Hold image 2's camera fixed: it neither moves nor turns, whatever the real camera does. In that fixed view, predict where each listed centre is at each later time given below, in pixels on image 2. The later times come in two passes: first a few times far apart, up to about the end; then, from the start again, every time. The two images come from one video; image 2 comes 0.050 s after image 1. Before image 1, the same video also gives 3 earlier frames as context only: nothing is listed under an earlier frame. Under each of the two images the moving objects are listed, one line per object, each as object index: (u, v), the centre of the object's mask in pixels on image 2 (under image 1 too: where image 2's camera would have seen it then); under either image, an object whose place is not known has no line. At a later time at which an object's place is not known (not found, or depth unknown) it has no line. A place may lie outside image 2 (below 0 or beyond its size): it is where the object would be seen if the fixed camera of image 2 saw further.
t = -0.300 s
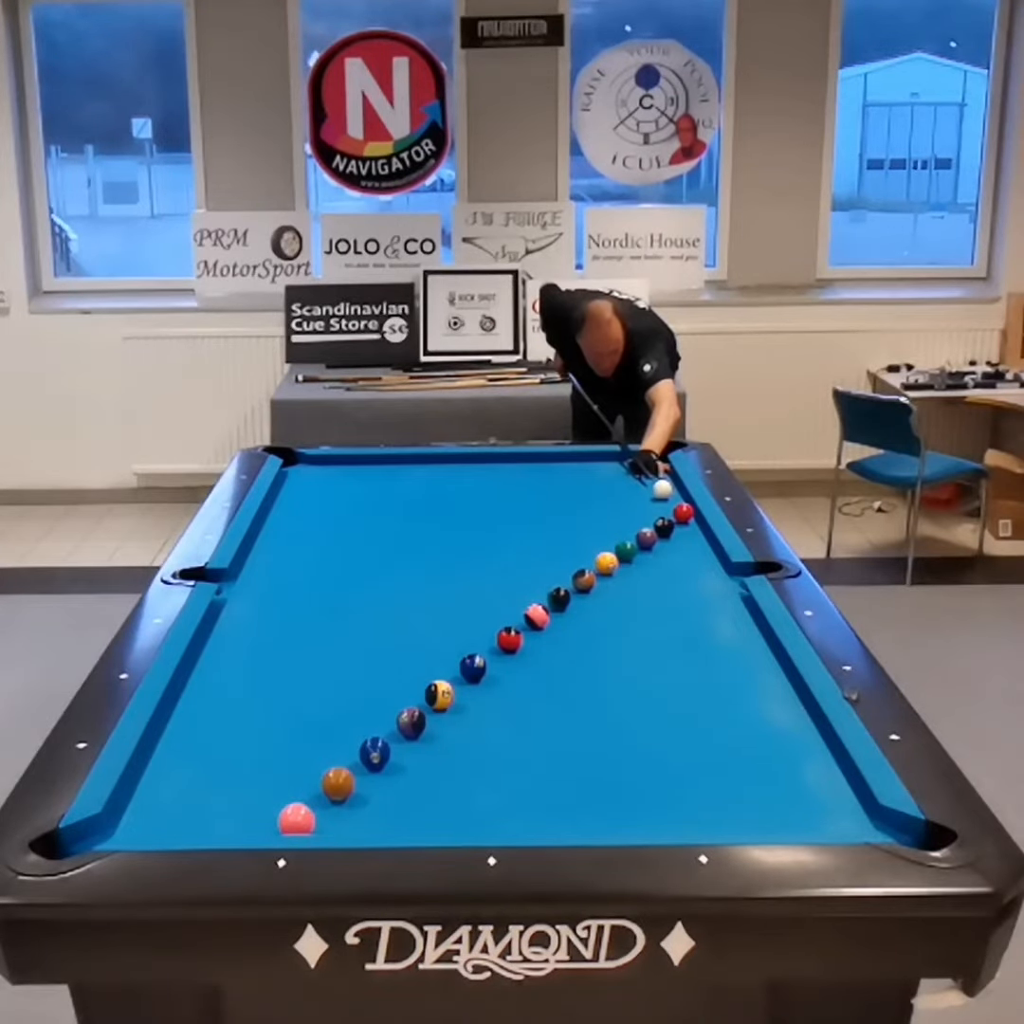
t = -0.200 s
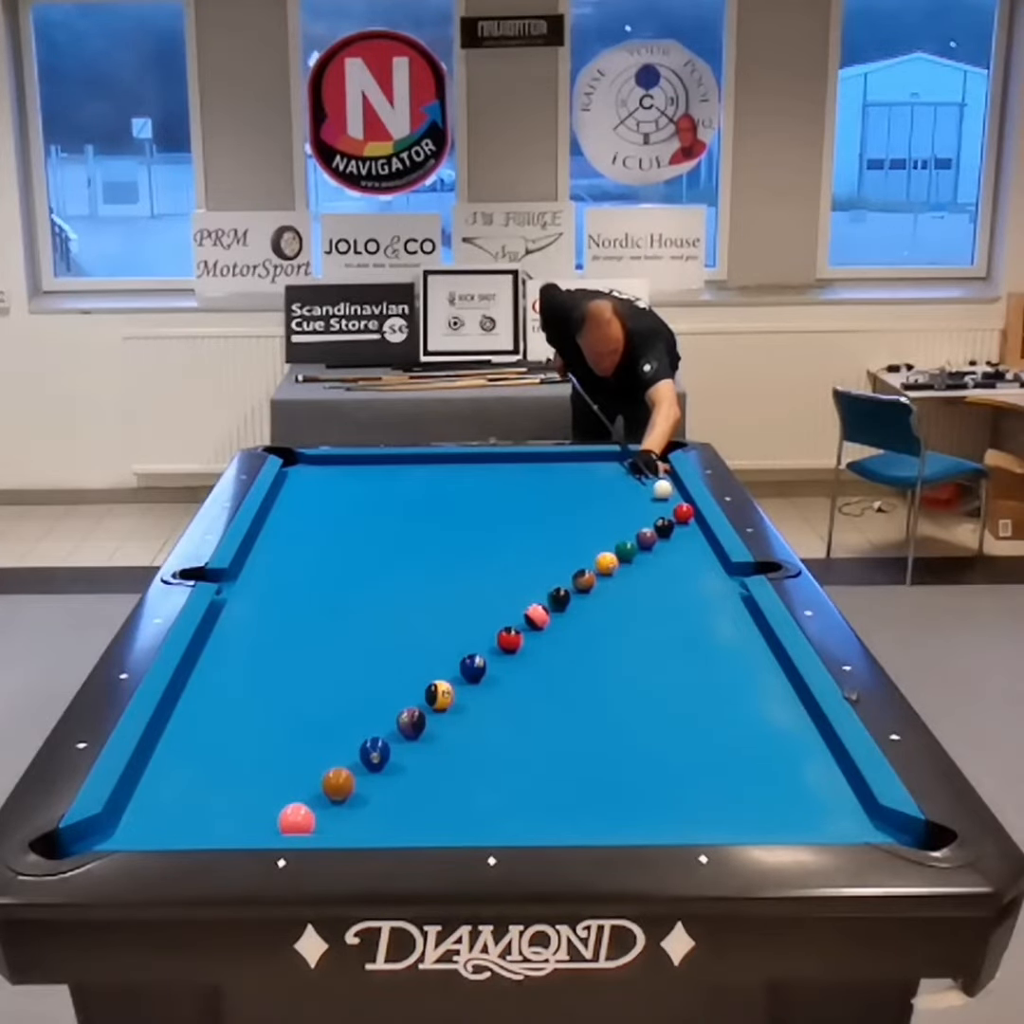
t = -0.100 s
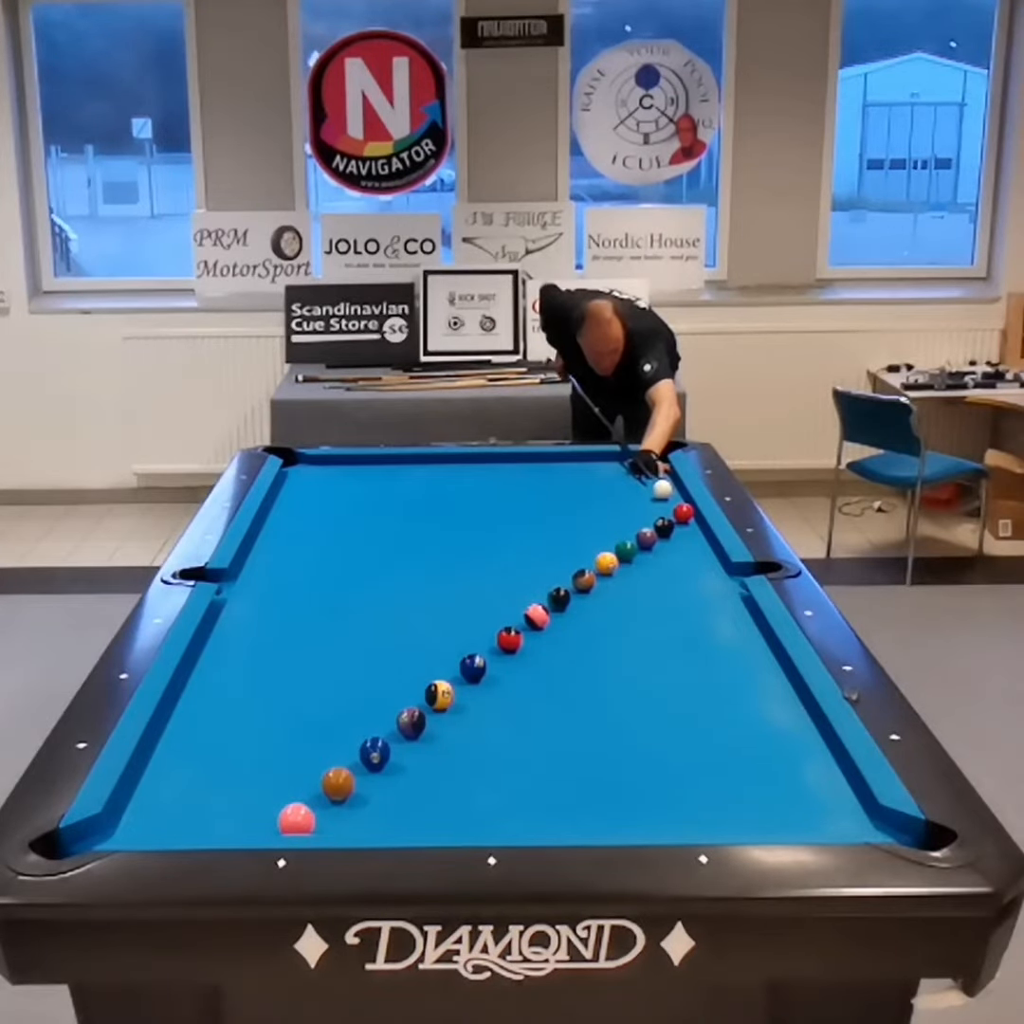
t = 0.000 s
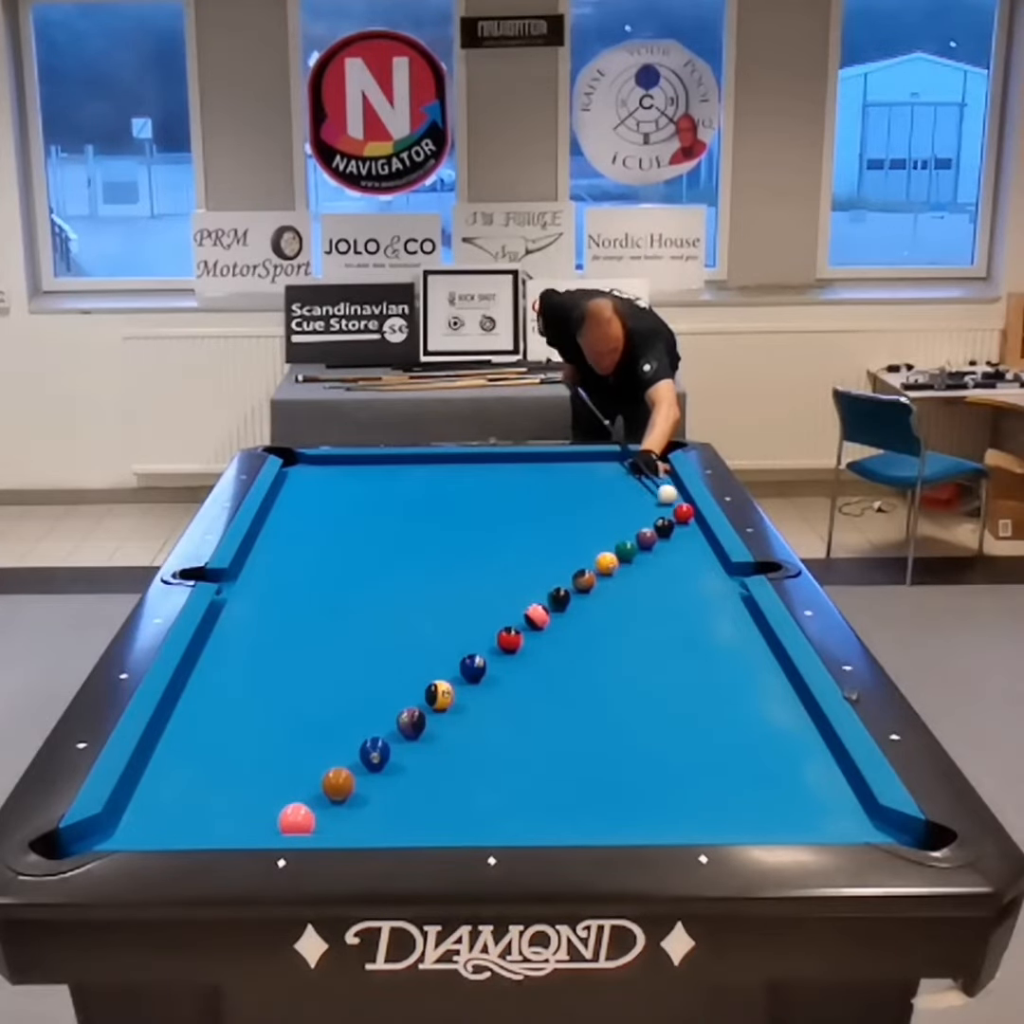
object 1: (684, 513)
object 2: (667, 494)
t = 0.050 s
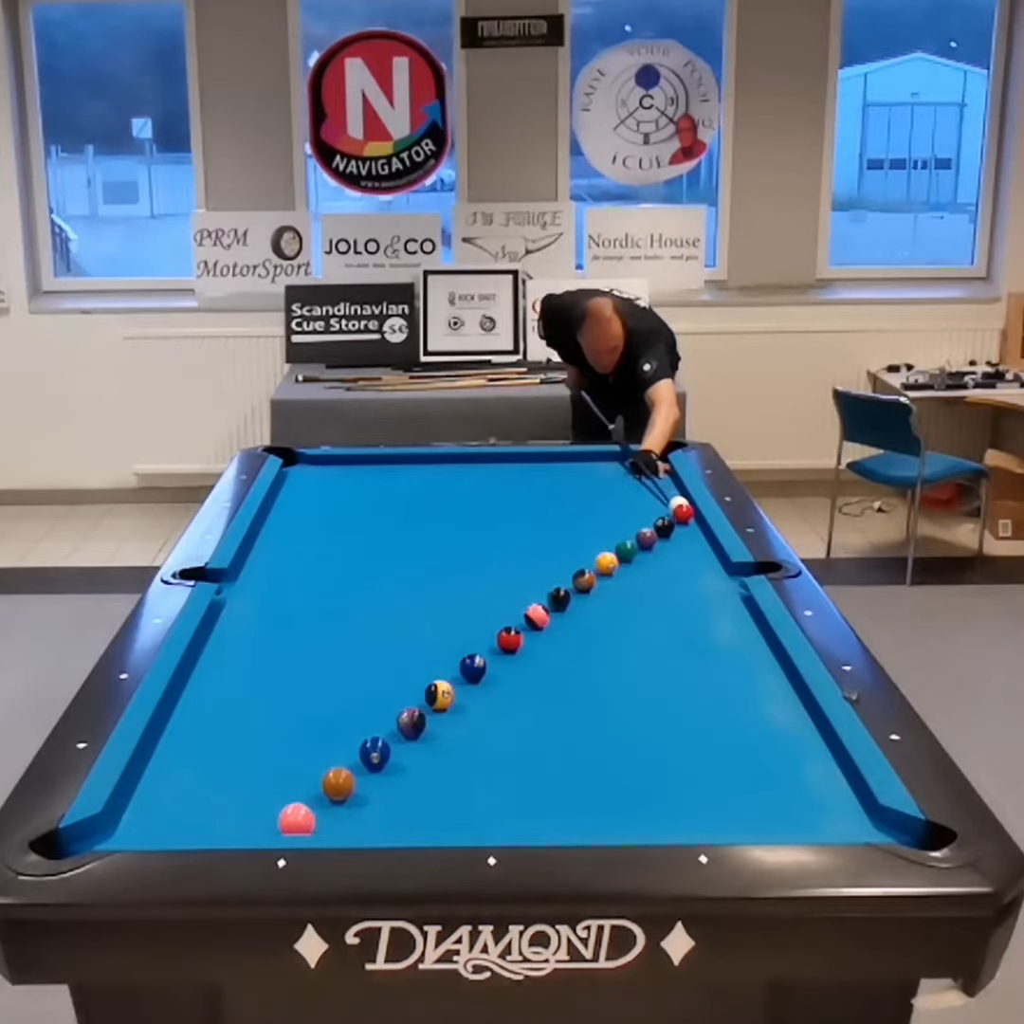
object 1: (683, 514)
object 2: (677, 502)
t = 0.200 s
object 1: (706, 551)
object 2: (686, 505)
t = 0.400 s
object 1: (737, 601)
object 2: (679, 503)
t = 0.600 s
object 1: (773, 661)
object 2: (673, 501)
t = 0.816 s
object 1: (822, 745)
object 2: (667, 500)
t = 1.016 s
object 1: (888, 831)
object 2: (664, 498)
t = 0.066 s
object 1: (686, 517)
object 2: (679, 504)
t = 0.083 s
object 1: (689, 521)
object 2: (681, 506)
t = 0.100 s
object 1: (691, 525)
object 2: (682, 506)
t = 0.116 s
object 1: (693, 529)
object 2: (684, 506)
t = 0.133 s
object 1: (696, 534)
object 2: (685, 506)
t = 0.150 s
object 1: (698, 538)
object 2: (685, 506)
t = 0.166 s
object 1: (701, 542)
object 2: (687, 506)
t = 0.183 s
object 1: (703, 547)
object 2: (687, 506)
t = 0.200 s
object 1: (706, 551)
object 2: (686, 505)
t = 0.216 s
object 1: (708, 554)
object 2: (685, 505)
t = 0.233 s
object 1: (711, 559)
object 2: (685, 505)
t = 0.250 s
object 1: (714, 563)
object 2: (684, 505)
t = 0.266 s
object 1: (716, 567)
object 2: (684, 505)
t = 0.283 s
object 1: (718, 571)
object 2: (683, 505)
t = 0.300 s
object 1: (721, 575)
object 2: (682, 504)
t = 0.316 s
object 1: (723, 579)
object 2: (682, 504)
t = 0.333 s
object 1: (725, 583)
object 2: (681, 504)
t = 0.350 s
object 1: (729, 588)
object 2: (681, 504)
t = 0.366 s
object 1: (731, 592)
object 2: (680, 503)
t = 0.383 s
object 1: (734, 597)
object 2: (680, 504)
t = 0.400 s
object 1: (737, 601)
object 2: (679, 503)
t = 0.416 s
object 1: (739, 605)
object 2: (678, 503)
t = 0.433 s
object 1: (742, 610)
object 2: (678, 503)
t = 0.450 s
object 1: (744, 615)
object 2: (677, 503)
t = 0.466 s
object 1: (748, 620)
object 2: (677, 503)
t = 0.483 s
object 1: (751, 624)
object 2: (676, 502)
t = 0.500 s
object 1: (754, 629)
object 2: (675, 502)
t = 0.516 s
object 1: (756, 634)
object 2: (675, 502)
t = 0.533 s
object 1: (759, 640)
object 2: (675, 502)
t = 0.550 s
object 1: (763, 645)
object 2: (674, 502)
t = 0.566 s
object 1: (766, 650)
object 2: (674, 502)
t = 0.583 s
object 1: (769, 655)
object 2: (673, 502)
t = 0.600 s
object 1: (773, 661)
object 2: (673, 501)
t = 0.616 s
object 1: (776, 667)
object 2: (672, 501)
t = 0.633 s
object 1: (779, 673)
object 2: (672, 501)
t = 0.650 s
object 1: (783, 678)
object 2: (672, 501)
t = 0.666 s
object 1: (787, 685)
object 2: (671, 501)
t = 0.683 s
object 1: (790, 690)
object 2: (671, 501)
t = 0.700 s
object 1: (794, 696)
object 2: (670, 501)
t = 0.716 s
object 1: (798, 703)
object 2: (670, 500)
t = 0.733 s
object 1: (801, 710)
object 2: (670, 500)
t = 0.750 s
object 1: (805, 716)
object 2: (669, 500)
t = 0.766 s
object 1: (810, 724)
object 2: (668, 500)
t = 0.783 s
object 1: (814, 731)
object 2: (668, 500)
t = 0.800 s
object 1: (818, 737)
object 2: (668, 500)
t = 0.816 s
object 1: (822, 745)
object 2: (667, 500)
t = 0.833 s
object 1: (827, 752)
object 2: (667, 500)
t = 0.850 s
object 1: (831, 759)
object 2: (666, 500)
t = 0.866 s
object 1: (836, 768)
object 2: (666, 500)
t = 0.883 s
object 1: (840, 776)
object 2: (666, 499)
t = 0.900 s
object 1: (846, 783)
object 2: (665, 499)
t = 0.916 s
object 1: (850, 792)
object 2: (665, 499)
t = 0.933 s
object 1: (855, 801)
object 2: (665, 499)
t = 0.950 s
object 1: (860, 809)
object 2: (665, 499)
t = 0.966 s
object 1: (866, 815)
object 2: (664, 499)
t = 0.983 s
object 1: (872, 822)
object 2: (664, 499)
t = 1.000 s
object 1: (878, 828)
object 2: (664, 498)
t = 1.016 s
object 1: (888, 831)
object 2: (664, 498)
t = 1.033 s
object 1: (899, 835)
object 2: (664, 498)
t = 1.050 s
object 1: (910, 839)
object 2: (663, 498)
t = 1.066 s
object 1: (919, 843)
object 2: (663, 498)
